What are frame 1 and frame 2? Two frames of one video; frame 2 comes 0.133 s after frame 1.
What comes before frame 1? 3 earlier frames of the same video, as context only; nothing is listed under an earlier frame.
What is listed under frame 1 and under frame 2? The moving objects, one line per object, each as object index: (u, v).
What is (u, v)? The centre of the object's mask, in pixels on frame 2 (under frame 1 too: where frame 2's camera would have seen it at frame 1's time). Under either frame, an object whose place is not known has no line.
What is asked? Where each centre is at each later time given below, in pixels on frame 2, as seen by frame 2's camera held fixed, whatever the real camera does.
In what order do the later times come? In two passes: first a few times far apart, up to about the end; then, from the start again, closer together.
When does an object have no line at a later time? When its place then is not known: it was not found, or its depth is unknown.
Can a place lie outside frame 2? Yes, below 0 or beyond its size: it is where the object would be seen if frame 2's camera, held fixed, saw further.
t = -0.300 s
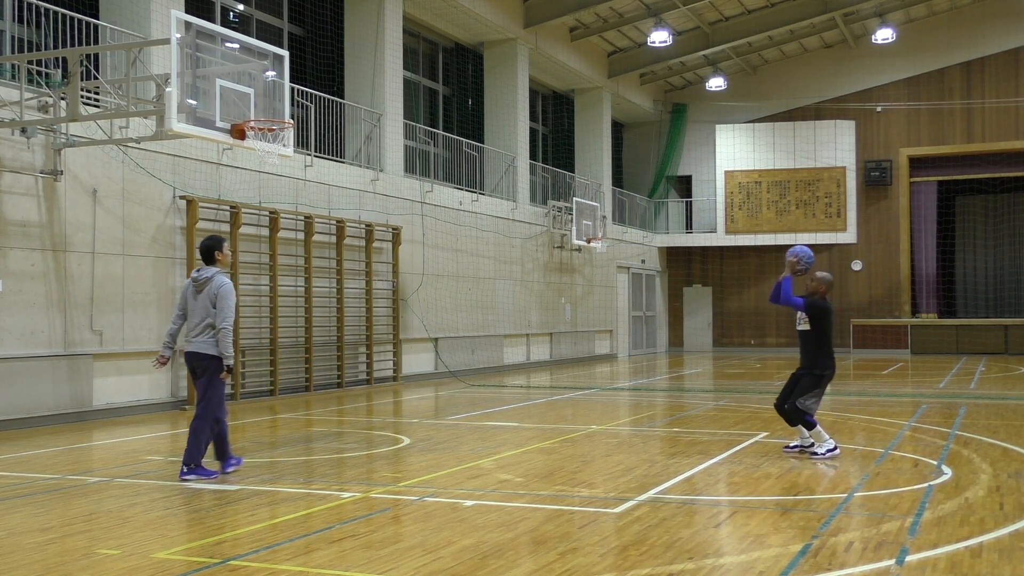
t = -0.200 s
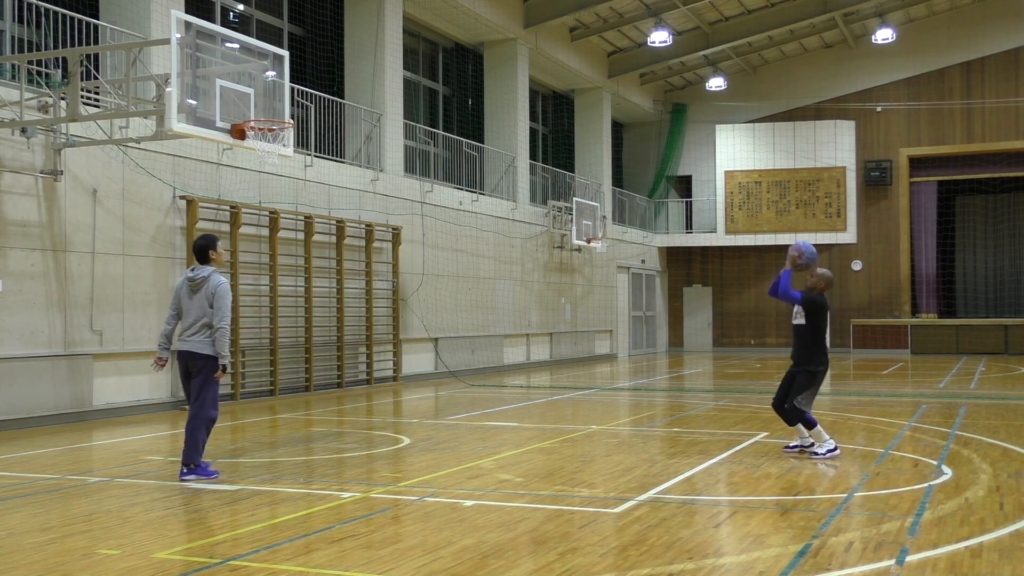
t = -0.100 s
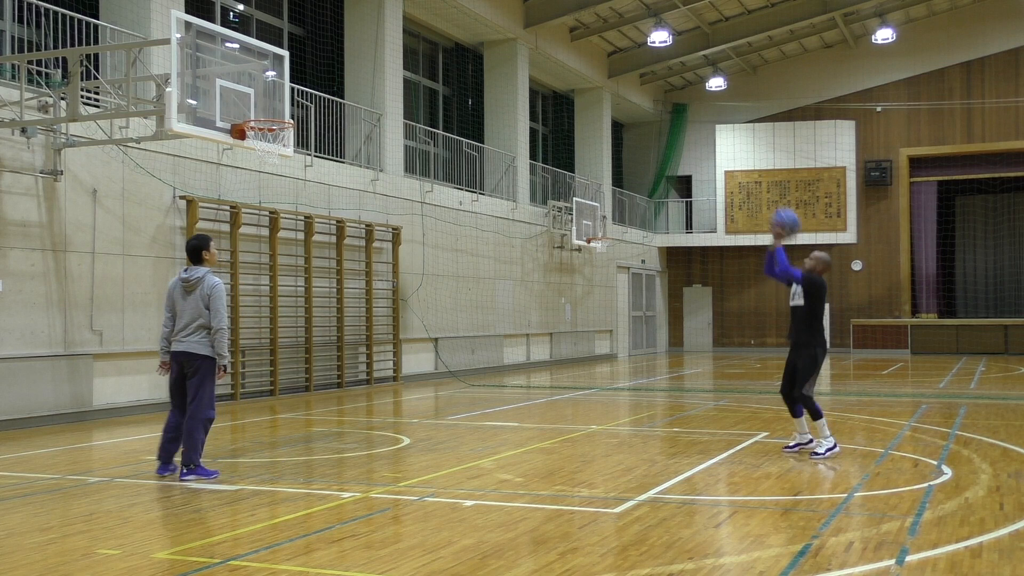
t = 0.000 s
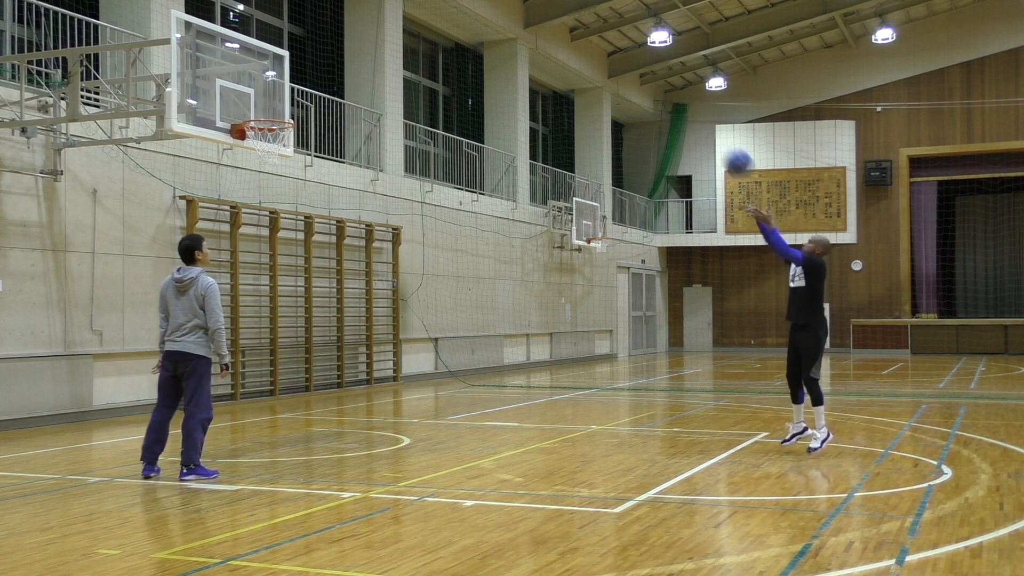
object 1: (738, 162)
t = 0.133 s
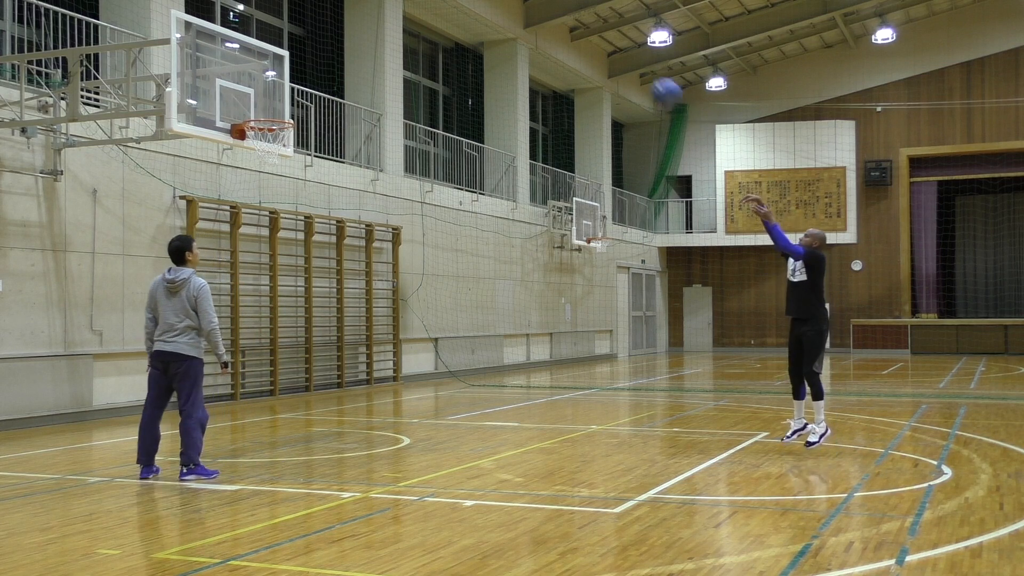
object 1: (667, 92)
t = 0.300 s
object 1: (580, 36)
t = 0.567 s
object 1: (450, 11)
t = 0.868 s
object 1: (314, 68)
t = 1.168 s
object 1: (282, 145)
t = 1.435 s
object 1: (276, 156)
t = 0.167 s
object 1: (649, 79)
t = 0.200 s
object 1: (631, 65)
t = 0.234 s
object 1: (615, 55)
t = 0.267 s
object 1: (597, 45)
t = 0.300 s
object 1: (580, 36)
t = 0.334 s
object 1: (564, 28)
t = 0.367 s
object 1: (546, 22)
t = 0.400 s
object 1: (530, 16)
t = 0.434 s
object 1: (514, 13)
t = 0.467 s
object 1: (498, 11)
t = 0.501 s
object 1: (482, 10)
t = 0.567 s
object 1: (450, 11)
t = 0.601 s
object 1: (434, 12)
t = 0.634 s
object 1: (419, 13)
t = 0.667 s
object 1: (403, 18)
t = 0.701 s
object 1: (388, 24)
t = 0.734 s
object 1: (373, 30)
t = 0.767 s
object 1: (358, 38)
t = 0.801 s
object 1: (342, 47)
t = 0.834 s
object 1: (328, 57)
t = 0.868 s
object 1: (314, 68)
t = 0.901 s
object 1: (300, 78)
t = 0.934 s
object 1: (284, 91)
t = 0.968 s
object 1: (270, 106)
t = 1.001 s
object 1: (257, 114)
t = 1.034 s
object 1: (263, 130)
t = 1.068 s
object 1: (268, 138)
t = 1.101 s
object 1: (275, 144)
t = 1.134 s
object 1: (279, 145)
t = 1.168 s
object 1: (282, 145)
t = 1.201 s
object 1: (285, 142)
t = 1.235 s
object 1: (286, 142)
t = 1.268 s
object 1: (287, 143)
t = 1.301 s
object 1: (285, 144)
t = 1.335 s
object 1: (283, 148)
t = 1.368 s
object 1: (281, 150)
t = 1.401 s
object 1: (279, 152)
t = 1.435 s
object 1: (276, 156)
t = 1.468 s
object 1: (273, 160)
